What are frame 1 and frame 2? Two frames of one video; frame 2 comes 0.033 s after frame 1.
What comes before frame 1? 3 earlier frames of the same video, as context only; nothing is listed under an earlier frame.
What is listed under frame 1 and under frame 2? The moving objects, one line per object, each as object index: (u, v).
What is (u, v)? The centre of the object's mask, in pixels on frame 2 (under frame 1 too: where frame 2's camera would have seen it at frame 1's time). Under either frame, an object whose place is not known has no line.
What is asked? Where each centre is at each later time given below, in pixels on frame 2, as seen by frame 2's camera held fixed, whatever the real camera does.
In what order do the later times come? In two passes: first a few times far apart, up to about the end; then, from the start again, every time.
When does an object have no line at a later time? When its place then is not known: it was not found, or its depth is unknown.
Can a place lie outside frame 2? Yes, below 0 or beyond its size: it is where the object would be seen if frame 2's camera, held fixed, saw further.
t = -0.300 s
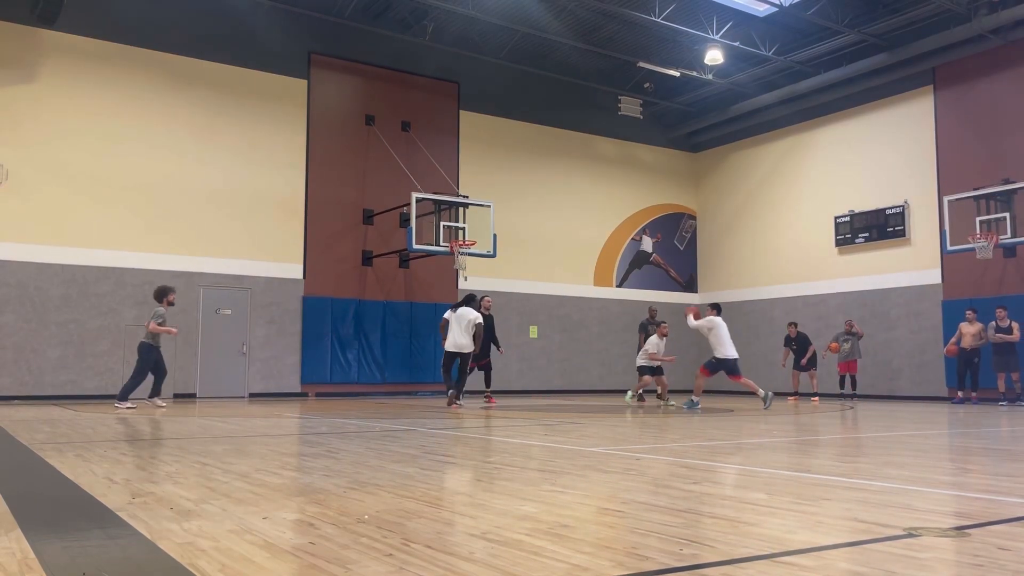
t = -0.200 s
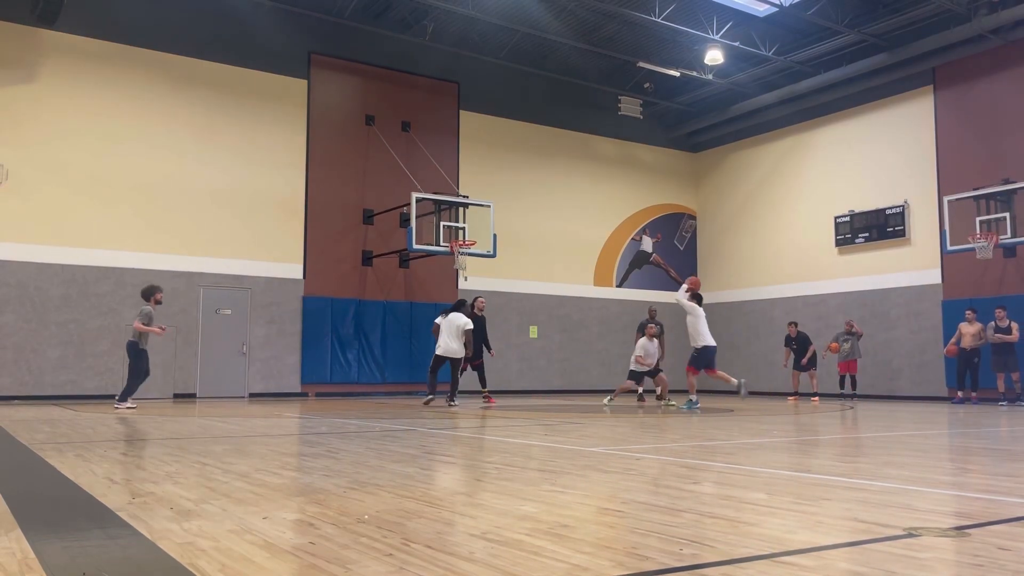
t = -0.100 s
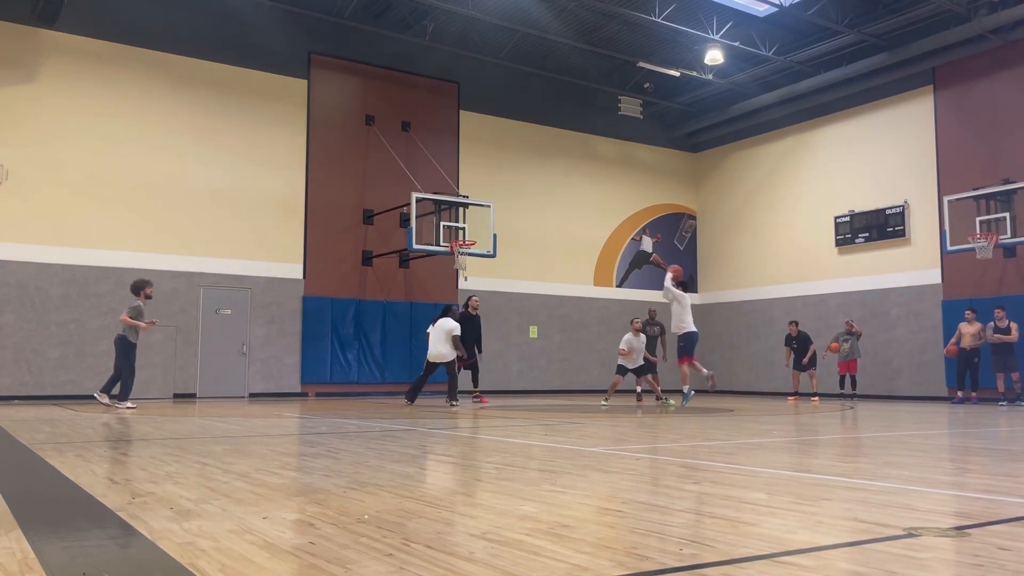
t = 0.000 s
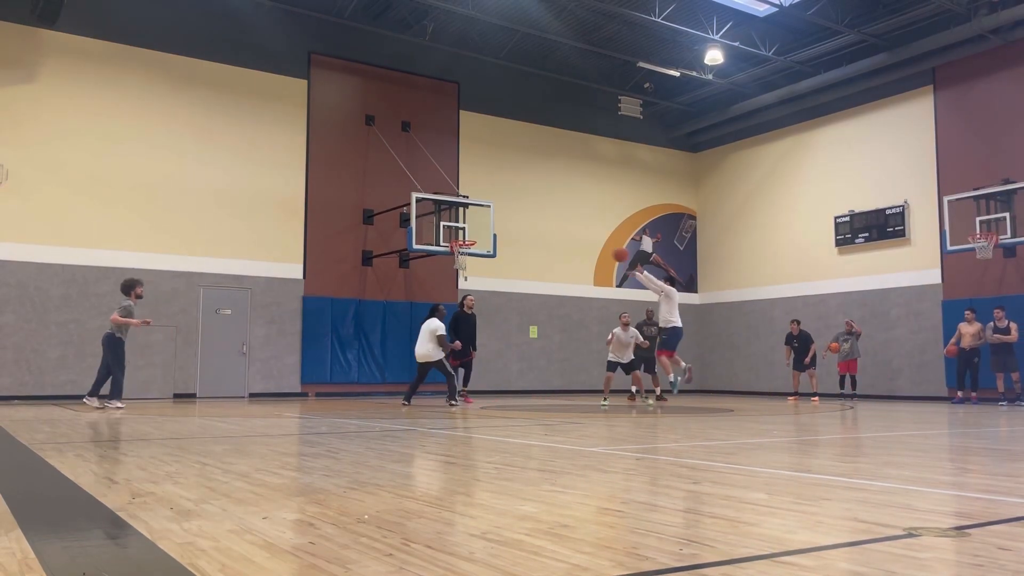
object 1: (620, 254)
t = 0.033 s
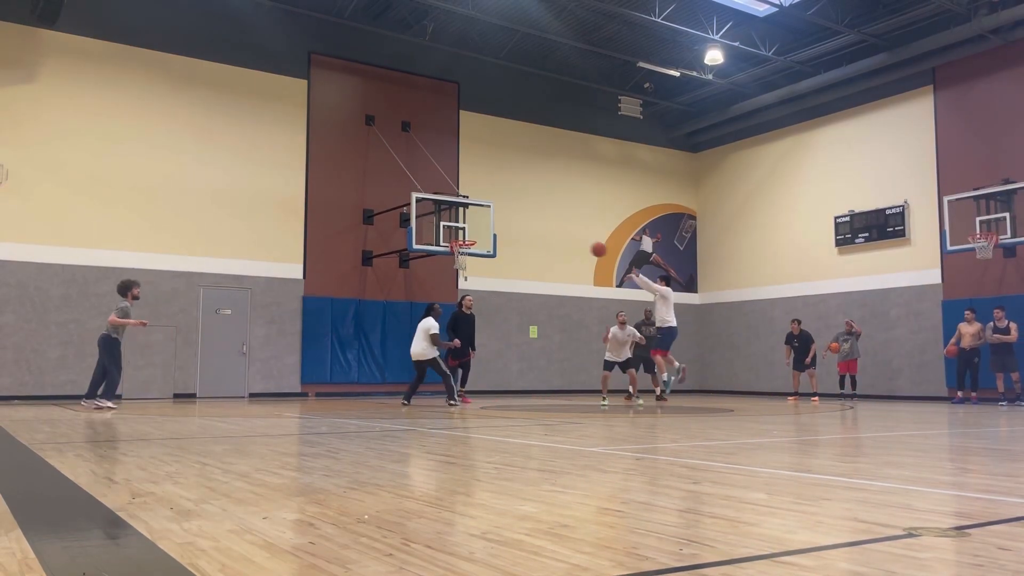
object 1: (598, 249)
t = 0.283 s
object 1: (431, 231)
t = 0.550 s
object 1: (241, 257)
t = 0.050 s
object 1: (587, 246)
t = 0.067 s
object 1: (576, 244)
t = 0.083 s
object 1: (566, 242)
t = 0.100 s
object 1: (555, 240)
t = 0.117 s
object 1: (543, 239)
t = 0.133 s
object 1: (532, 237)
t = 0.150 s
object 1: (522, 236)
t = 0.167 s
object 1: (511, 235)
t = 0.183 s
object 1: (500, 234)
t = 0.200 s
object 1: (488, 233)
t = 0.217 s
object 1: (477, 232)
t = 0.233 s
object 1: (466, 232)
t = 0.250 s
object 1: (454, 233)
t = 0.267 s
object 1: (443, 232)
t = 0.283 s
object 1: (431, 231)
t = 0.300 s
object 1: (420, 232)
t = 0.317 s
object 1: (409, 231)
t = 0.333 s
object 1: (398, 233)
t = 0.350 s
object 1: (385, 233)
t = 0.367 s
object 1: (374, 234)
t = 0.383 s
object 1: (362, 235)
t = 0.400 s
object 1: (350, 237)
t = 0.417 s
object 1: (338, 238)
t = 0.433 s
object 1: (326, 240)
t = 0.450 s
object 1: (314, 242)
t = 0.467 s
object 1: (302, 244)
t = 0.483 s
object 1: (290, 247)
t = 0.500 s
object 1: (278, 249)
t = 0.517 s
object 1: (266, 252)
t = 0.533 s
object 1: (254, 254)
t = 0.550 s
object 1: (241, 257)
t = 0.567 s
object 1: (229, 261)
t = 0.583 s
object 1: (216, 264)
